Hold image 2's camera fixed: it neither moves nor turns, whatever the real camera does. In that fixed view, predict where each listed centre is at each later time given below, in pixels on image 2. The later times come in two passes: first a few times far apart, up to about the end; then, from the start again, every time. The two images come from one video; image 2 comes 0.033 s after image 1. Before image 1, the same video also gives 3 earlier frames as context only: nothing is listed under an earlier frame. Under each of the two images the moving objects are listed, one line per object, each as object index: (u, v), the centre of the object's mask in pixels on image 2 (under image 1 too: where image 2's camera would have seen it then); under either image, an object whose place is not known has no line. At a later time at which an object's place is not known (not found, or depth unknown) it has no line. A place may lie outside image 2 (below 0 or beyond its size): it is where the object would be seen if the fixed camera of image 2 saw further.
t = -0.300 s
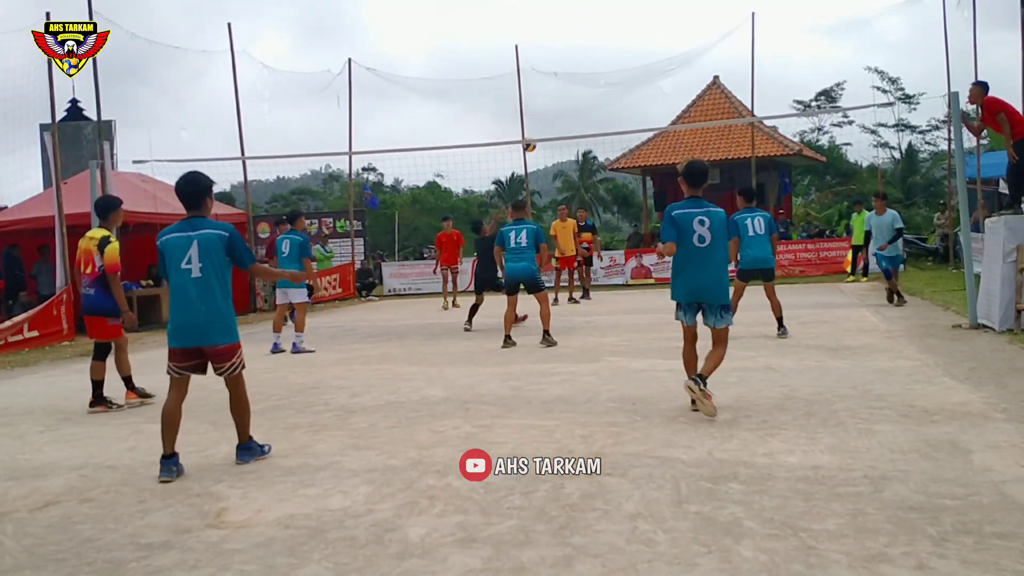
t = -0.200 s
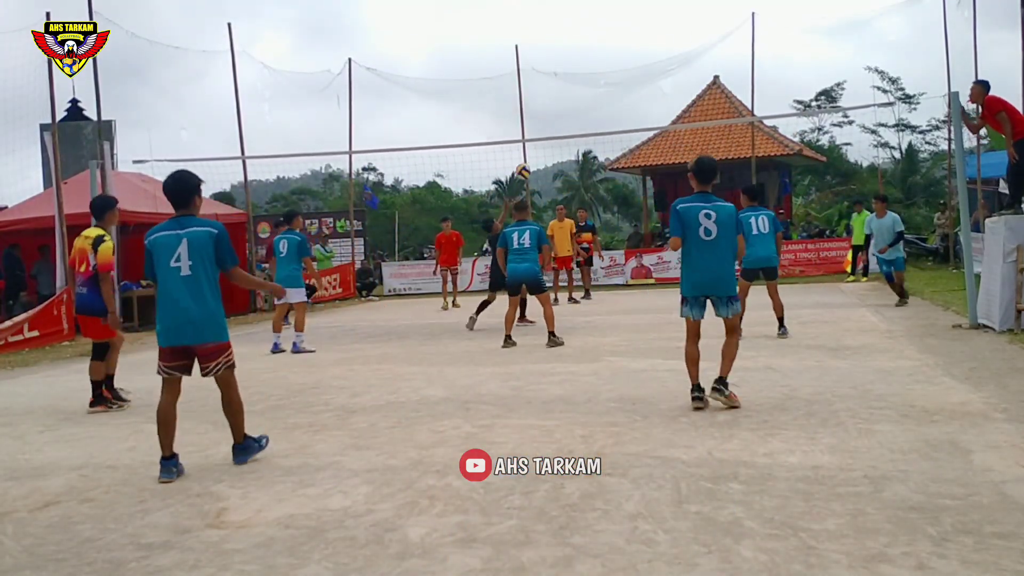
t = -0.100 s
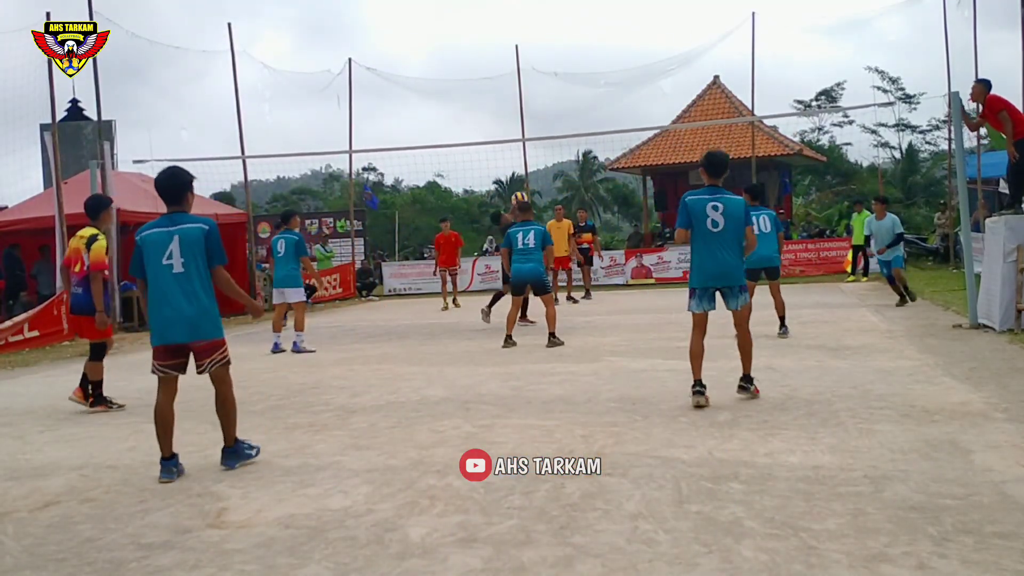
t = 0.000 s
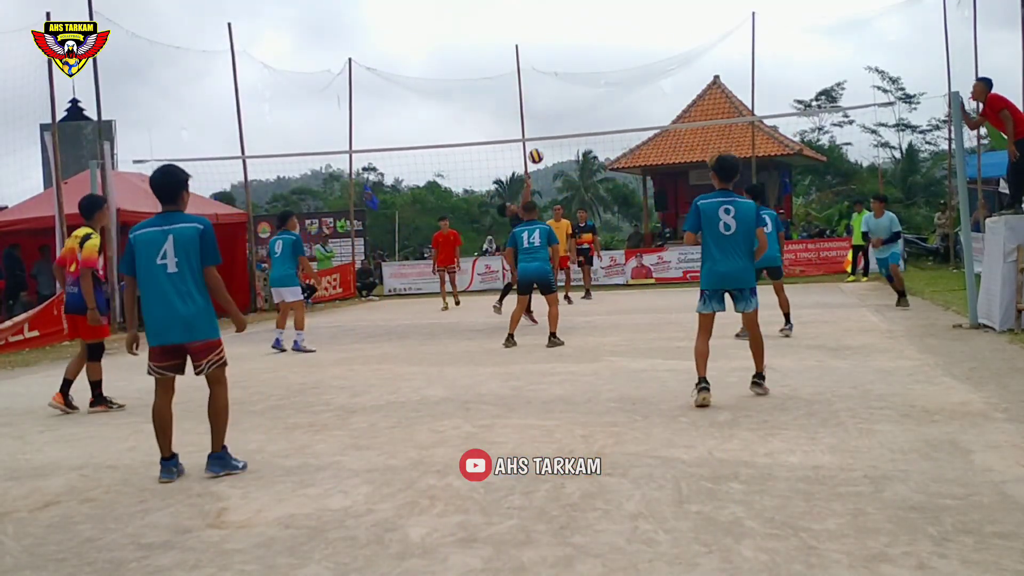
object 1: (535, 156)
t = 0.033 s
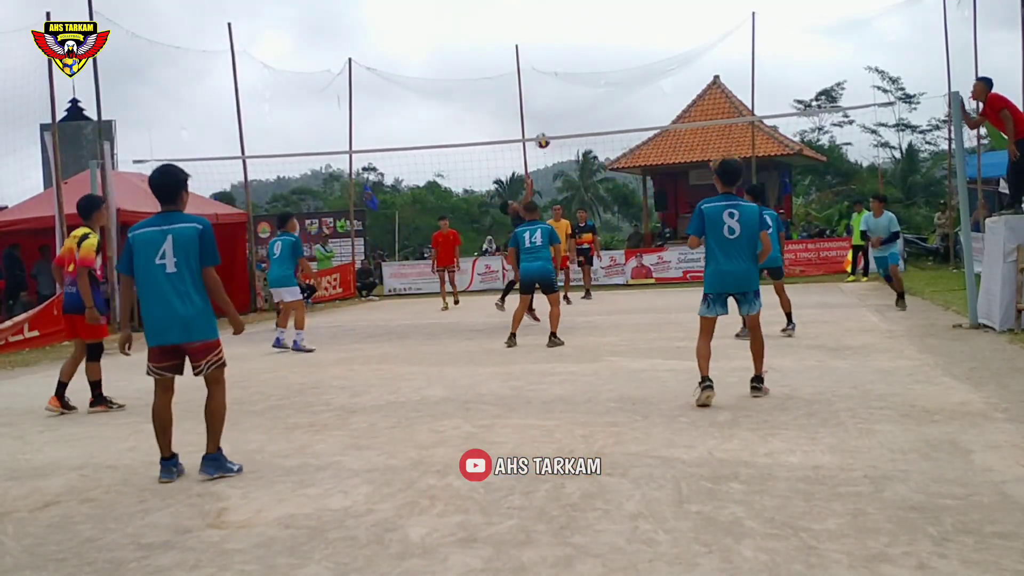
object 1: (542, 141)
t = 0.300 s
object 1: (599, 44)
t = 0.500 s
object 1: (646, 7)
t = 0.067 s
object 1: (549, 126)
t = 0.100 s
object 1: (556, 112)
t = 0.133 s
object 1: (563, 99)
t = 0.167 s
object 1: (570, 86)
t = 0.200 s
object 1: (577, 74)
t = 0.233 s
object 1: (585, 63)
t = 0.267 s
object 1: (592, 53)
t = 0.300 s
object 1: (599, 44)
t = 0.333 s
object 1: (607, 36)
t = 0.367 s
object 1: (615, 28)
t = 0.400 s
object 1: (622, 21)
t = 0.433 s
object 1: (630, 15)
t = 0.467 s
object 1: (638, 10)
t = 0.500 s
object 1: (646, 7)
